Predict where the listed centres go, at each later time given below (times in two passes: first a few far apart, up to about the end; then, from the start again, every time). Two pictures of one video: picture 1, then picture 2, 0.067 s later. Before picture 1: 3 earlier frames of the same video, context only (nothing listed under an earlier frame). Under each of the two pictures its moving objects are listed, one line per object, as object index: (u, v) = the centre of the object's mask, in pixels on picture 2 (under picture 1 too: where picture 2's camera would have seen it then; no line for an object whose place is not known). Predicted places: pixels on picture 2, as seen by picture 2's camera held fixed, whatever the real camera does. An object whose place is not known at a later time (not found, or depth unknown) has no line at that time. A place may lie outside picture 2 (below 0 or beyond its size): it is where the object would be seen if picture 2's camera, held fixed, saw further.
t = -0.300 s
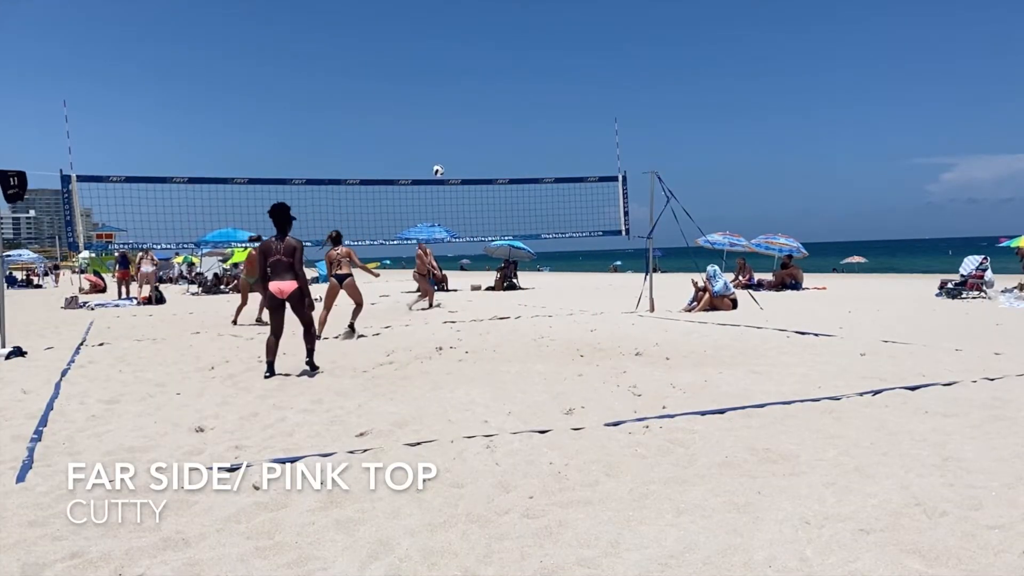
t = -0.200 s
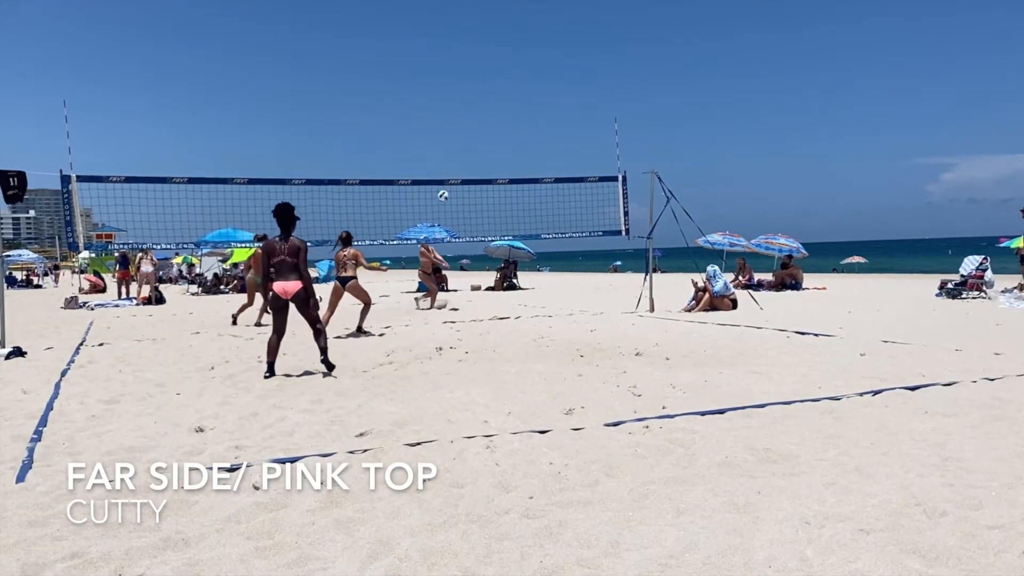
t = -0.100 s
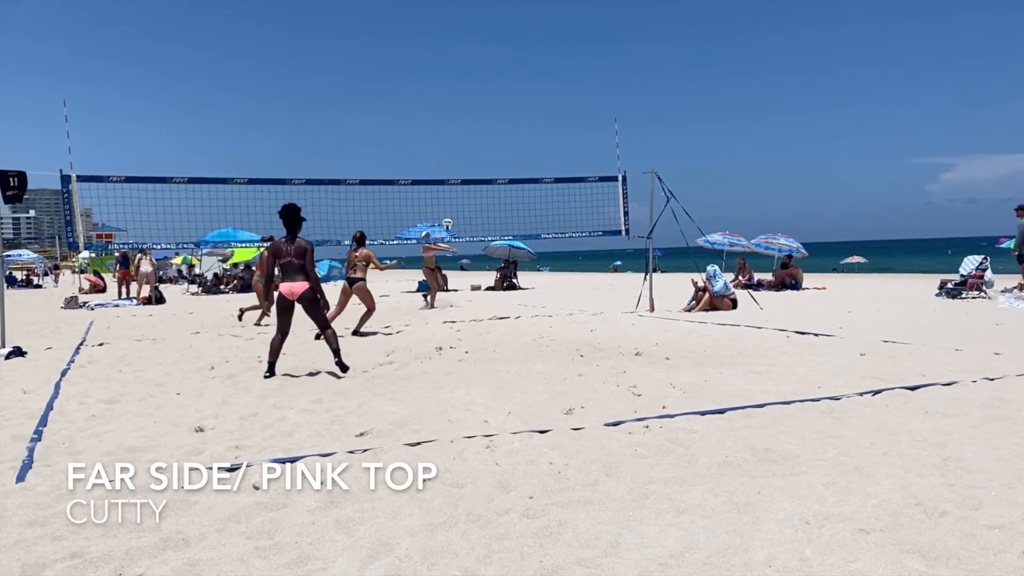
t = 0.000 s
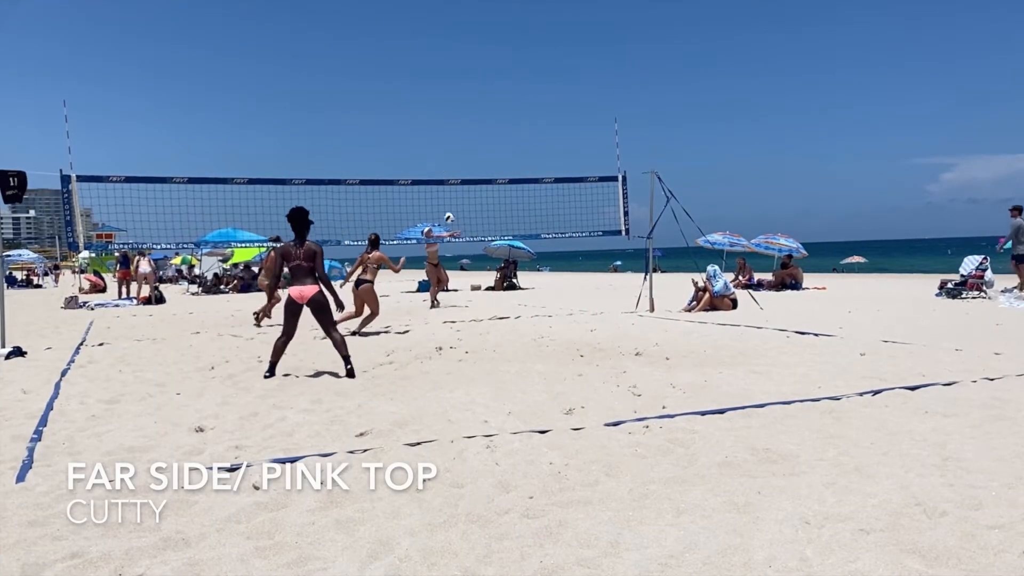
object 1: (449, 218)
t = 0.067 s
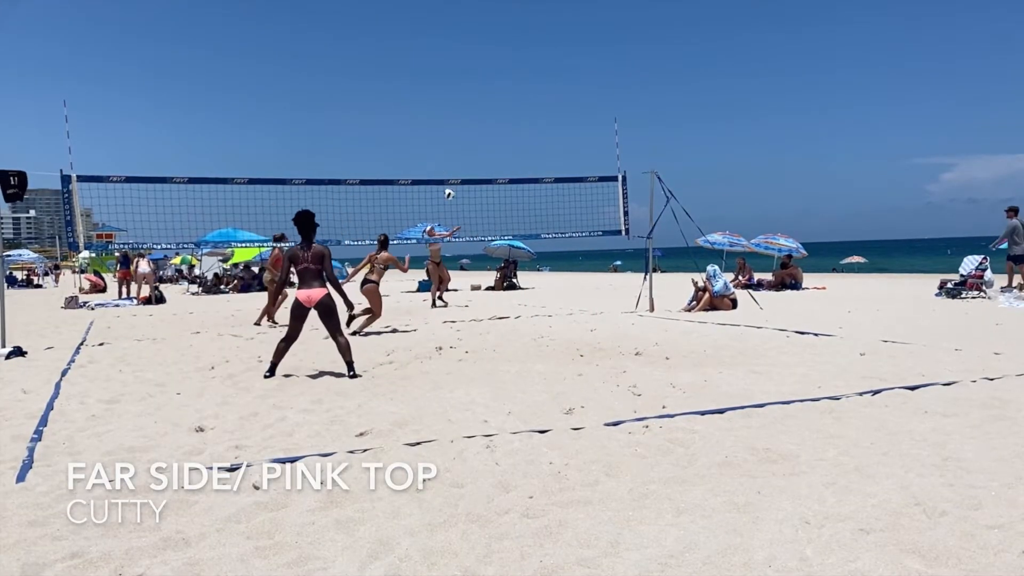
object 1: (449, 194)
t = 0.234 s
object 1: (449, 143)
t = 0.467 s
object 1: (450, 95)
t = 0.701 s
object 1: (449, 74)
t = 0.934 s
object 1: (446, 83)
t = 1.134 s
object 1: (441, 115)
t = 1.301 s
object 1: (437, 159)
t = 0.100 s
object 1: (449, 186)
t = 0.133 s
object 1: (449, 172)
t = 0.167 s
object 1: (449, 162)
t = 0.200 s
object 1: (449, 152)
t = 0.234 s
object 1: (449, 143)
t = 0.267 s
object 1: (449, 135)
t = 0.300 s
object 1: (449, 127)
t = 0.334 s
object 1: (449, 119)
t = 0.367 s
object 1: (449, 112)
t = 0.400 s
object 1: (450, 106)
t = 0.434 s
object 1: (450, 100)
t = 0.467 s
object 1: (450, 95)
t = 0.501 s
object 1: (450, 90)
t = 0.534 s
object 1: (450, 86)
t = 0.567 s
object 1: (449, 82)
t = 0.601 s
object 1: (449, 79)
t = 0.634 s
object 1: (449, 77)
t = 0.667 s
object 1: (449, 75)
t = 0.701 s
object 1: (449, 74)
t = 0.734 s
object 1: (448, 74)
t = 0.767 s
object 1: (448, 73)
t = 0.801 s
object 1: (447, 74)
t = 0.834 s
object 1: (447, 76)
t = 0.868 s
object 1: (446, 77)
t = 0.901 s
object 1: (446, 80)
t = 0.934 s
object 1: (446, 83)
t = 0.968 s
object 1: (445, 87)
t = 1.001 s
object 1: (444, 91)
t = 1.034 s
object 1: (444, 96)
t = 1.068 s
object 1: (443, 102)
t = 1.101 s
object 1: (442, 108)
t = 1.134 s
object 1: (441, 115)
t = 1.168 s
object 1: (441, 123)
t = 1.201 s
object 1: (440, 131)
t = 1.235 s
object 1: (439, 140)
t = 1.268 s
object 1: (438, 149)
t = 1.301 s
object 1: (437, 159)
